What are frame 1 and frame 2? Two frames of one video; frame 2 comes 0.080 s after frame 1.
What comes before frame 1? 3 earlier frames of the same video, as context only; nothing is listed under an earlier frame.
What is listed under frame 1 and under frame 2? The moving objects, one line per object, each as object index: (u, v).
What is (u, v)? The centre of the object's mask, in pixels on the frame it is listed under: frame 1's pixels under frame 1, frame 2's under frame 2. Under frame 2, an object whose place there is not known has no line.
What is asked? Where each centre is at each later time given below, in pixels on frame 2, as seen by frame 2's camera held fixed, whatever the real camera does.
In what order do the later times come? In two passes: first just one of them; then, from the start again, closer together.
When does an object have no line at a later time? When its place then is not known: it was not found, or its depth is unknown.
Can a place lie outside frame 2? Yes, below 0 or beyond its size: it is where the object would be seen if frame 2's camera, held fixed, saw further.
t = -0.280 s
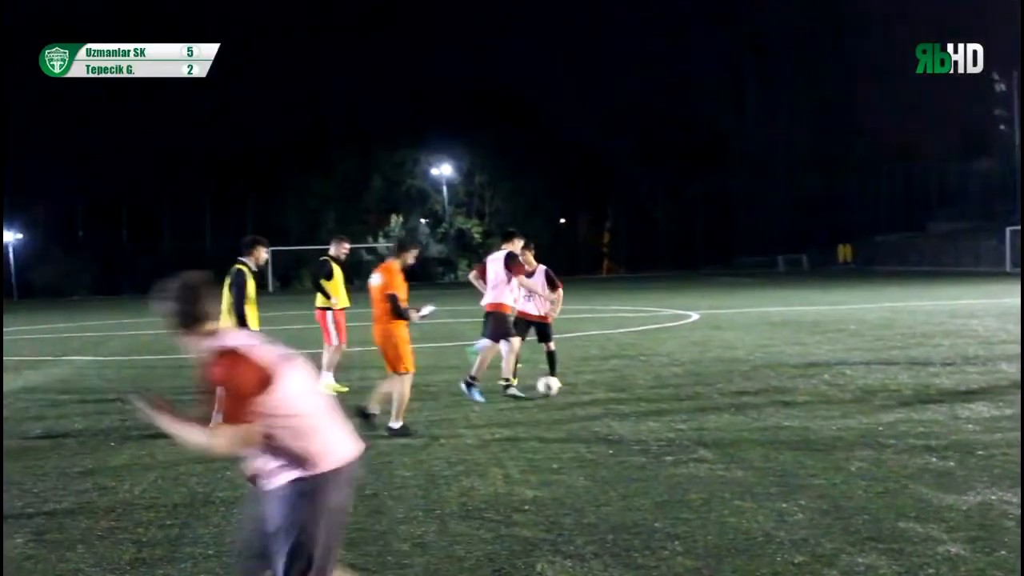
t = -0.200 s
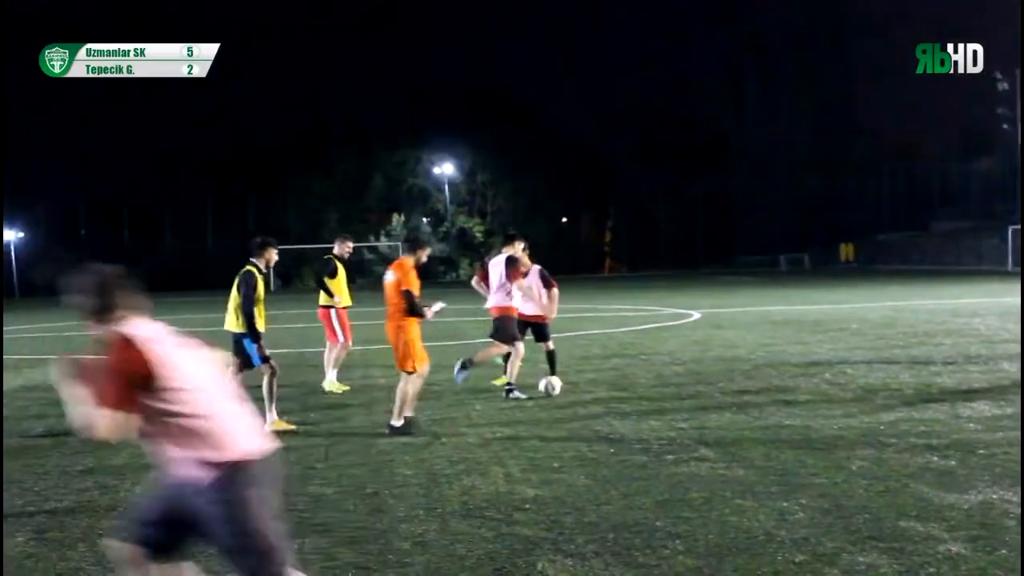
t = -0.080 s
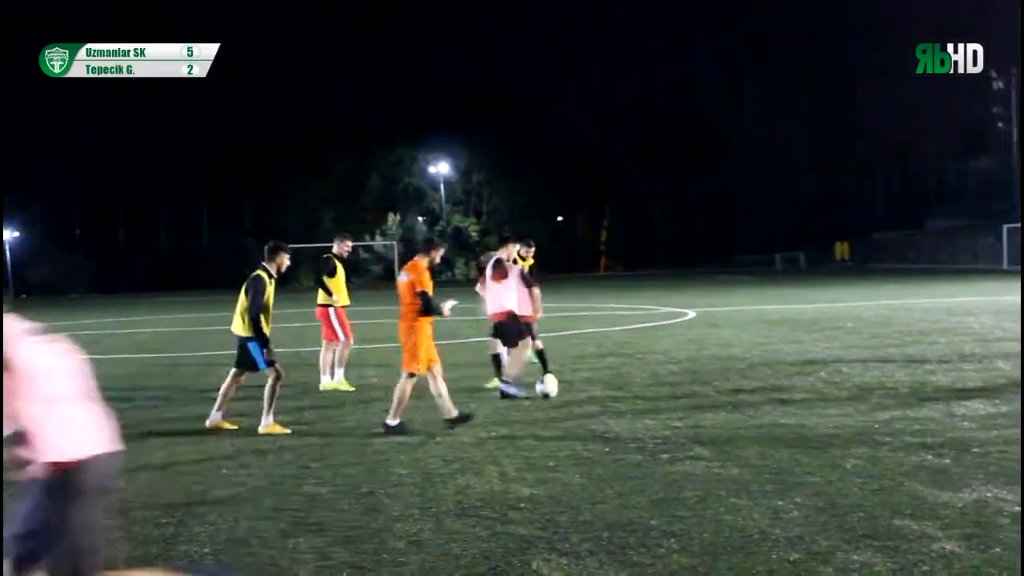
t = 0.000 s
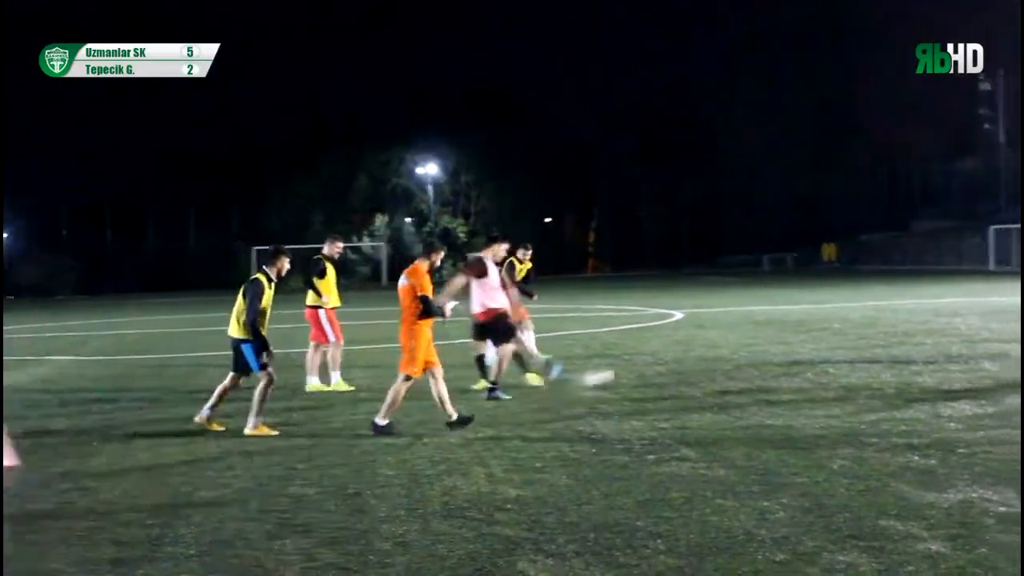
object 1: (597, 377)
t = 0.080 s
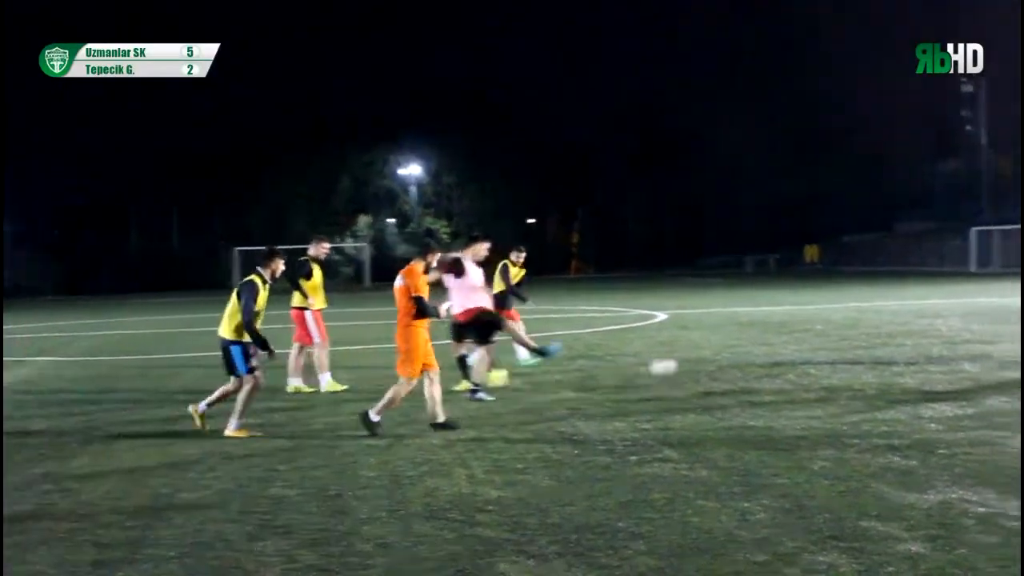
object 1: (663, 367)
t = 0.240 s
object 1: (793, 365)
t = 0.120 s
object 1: (699, 364)
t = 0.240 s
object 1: (793, 365)
